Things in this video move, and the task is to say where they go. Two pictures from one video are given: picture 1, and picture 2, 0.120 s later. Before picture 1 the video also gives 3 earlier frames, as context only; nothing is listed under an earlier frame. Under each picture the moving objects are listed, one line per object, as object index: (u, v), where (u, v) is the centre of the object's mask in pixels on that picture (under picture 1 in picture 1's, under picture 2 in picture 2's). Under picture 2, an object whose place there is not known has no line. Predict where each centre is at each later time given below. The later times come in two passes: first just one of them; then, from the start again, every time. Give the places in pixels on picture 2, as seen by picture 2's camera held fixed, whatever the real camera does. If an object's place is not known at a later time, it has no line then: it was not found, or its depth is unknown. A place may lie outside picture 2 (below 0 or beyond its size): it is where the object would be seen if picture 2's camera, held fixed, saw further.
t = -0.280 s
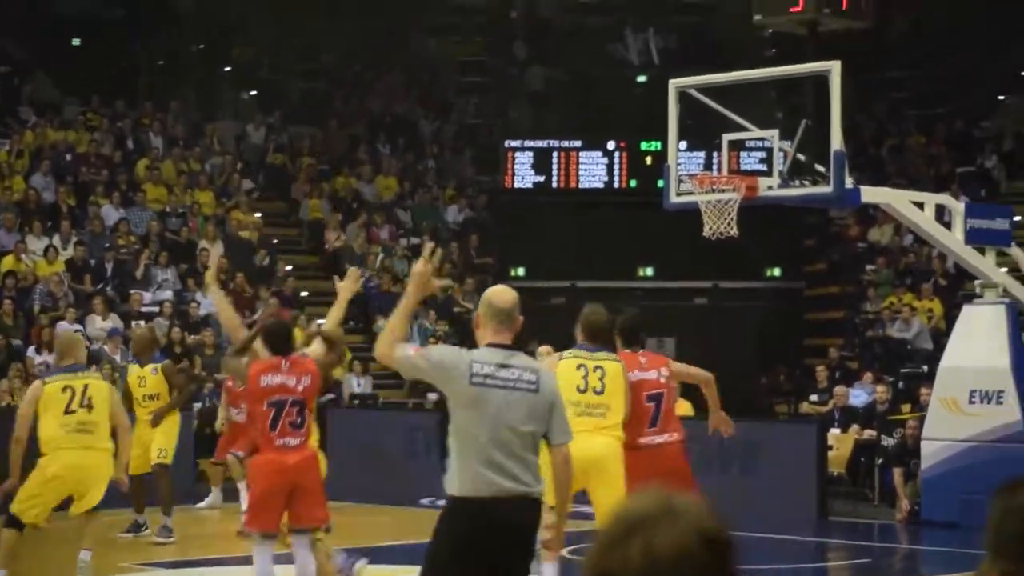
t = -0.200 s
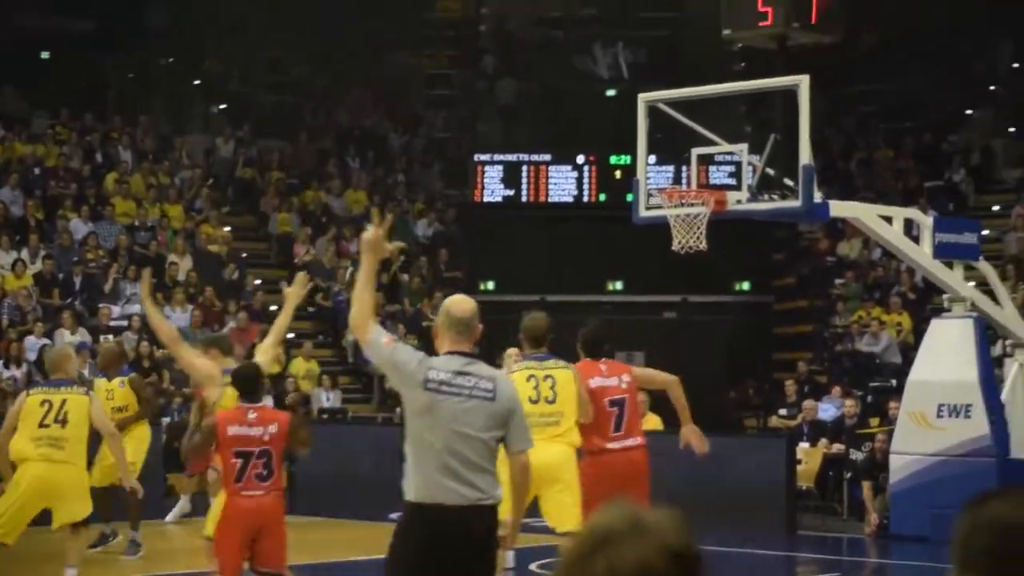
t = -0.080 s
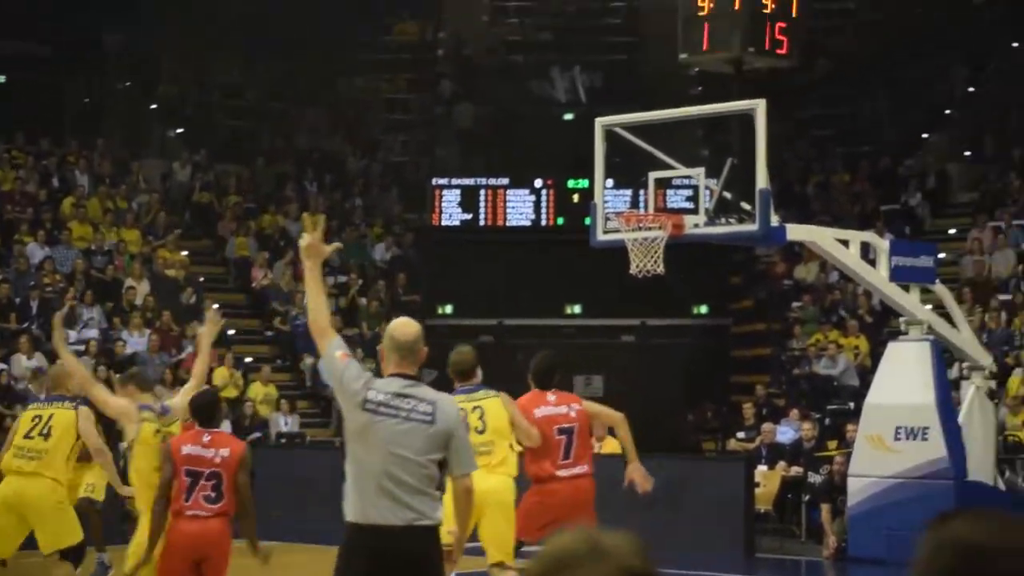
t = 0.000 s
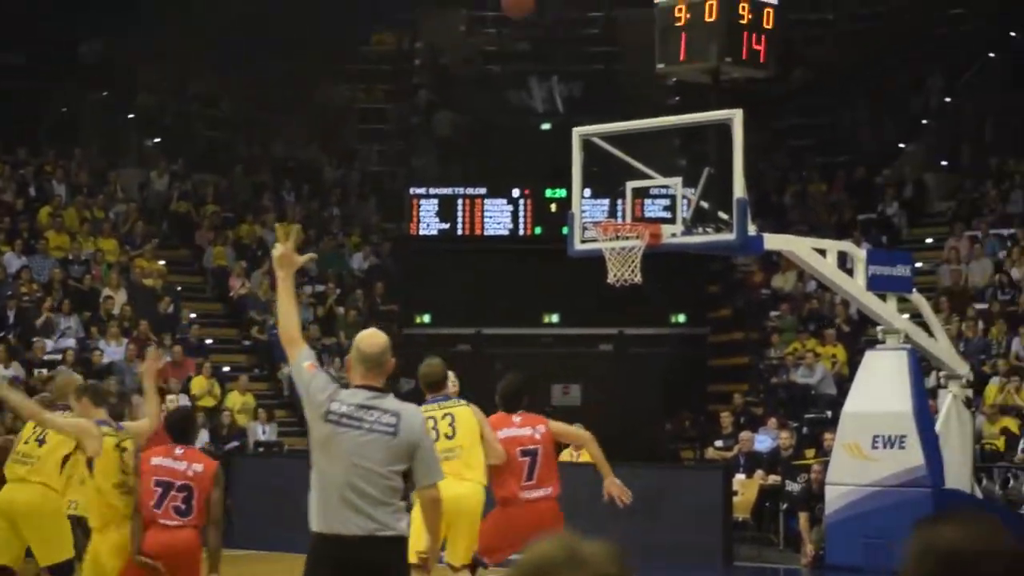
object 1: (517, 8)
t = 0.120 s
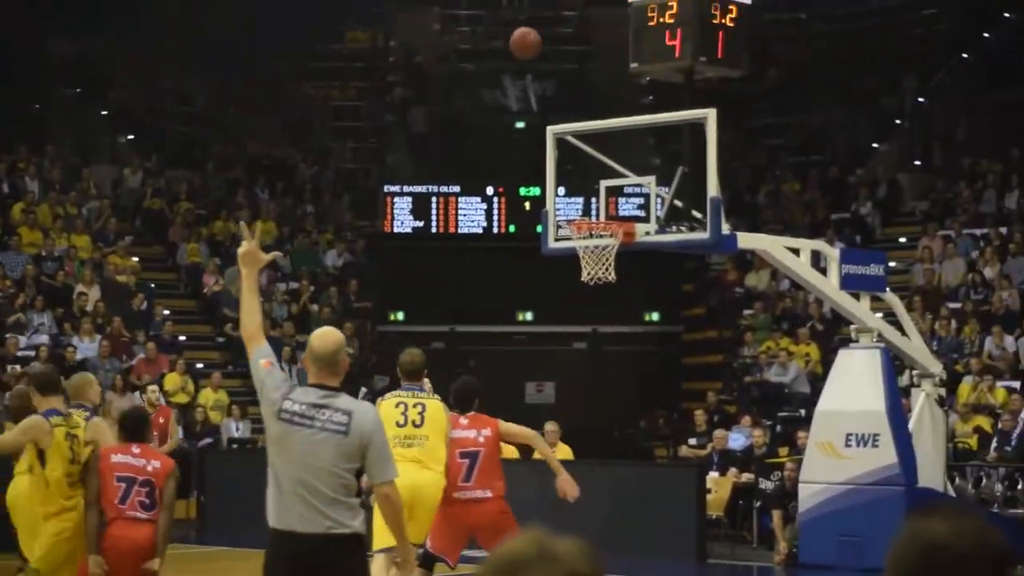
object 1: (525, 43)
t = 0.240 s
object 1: (555, 99)
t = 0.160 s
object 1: (535, 60)
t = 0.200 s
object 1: (545, 79)
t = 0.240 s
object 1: (555, 99)
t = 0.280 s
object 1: (564, 120)
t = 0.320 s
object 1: (574, 144)
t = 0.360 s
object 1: (583, 169)
